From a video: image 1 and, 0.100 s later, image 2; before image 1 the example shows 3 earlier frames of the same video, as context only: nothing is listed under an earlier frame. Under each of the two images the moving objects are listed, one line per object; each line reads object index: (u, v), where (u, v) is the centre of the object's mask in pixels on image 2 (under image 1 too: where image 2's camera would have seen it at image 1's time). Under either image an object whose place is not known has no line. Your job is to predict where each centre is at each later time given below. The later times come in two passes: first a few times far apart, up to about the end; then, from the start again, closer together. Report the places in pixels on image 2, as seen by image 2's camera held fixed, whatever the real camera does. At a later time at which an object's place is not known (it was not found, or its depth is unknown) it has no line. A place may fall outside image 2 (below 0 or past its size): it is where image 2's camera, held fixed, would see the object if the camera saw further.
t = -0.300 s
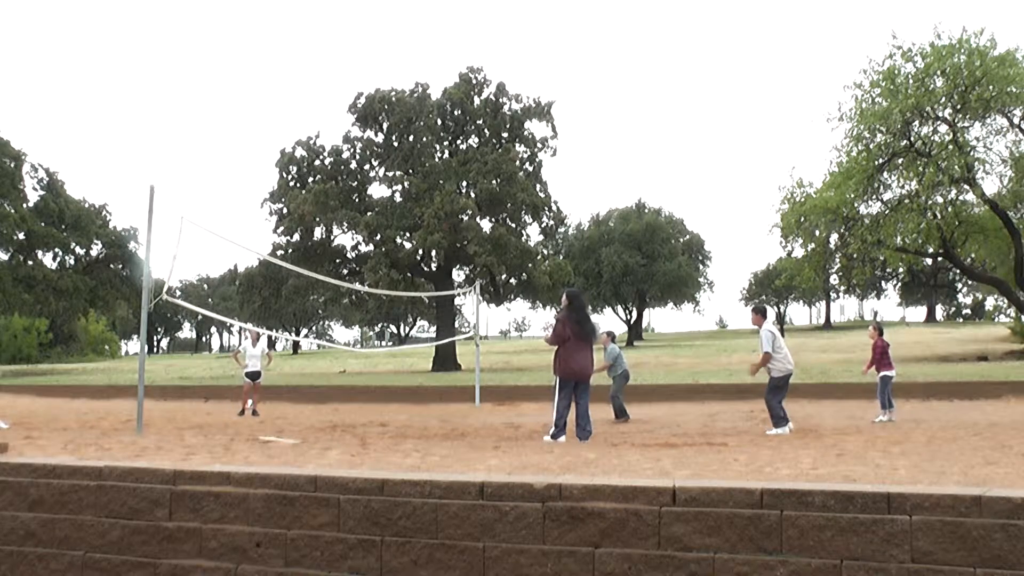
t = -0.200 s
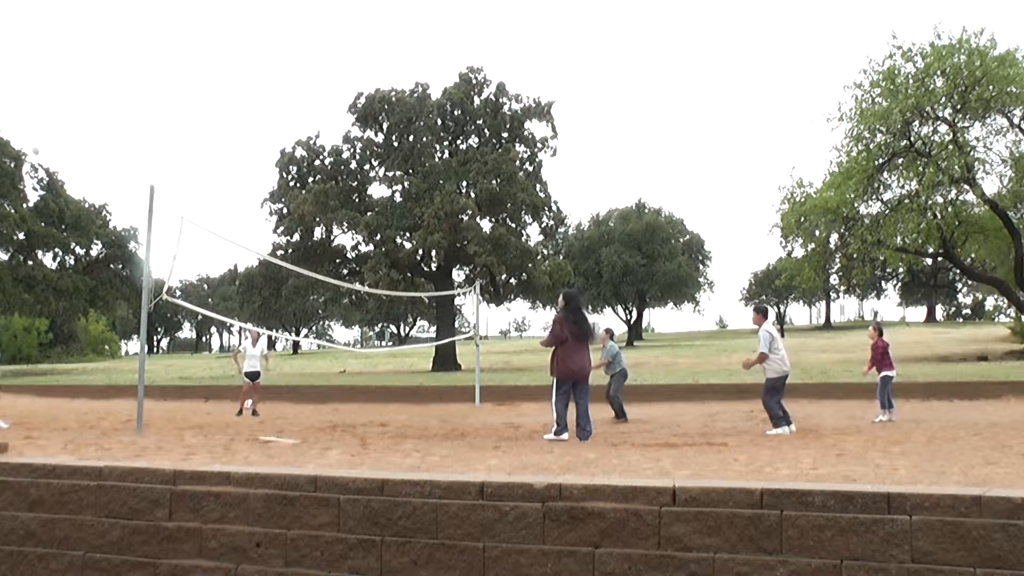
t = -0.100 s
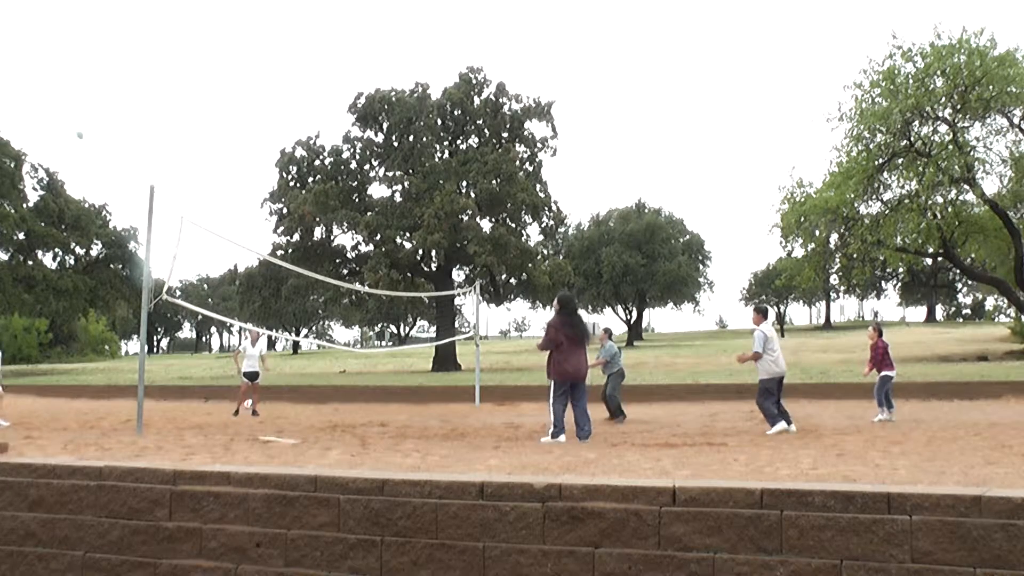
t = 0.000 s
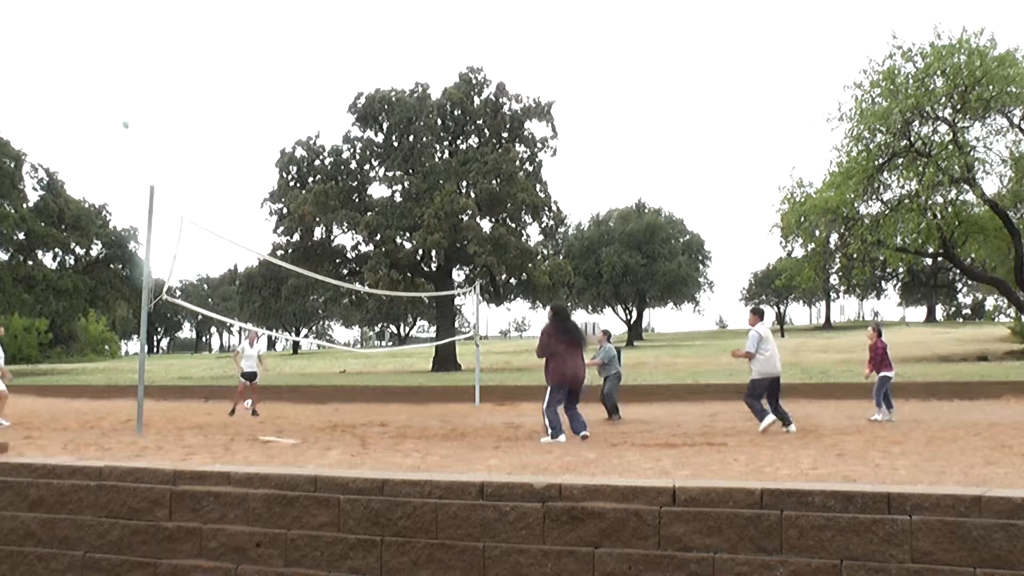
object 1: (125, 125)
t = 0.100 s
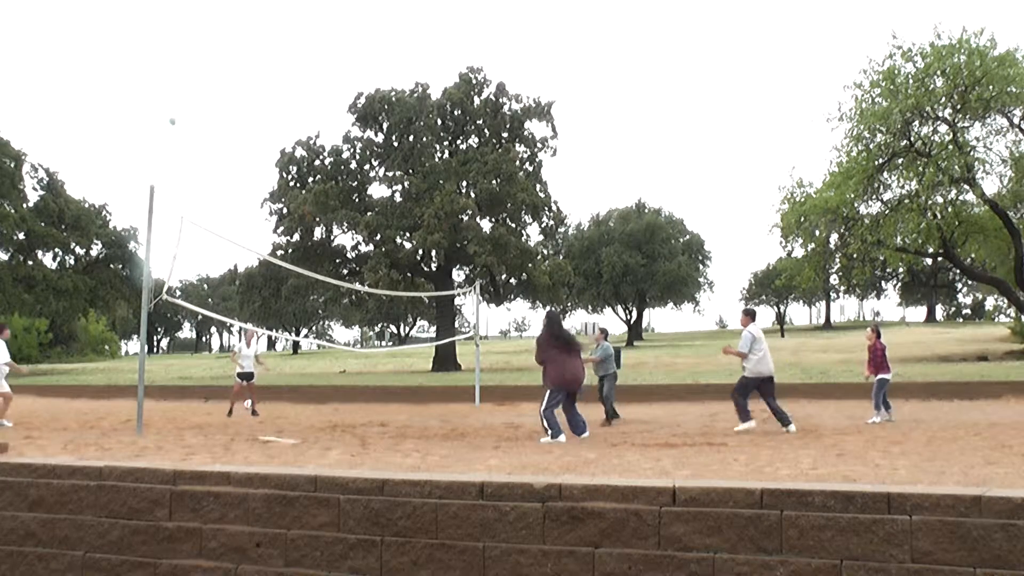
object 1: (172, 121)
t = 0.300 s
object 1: (269, 133)
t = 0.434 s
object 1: (336, 152)
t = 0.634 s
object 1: (439, 210)
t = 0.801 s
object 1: (528, 283)
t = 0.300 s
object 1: (269, 133)
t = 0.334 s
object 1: (286, 137)
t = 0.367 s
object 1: (304, 141)
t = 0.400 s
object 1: (317, 148)
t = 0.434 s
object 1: (336, 152)
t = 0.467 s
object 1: (354, 161)
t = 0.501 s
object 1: (369, 169)
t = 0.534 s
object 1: (389, 179)
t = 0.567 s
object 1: (407, 189)
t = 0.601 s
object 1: (422, 199)
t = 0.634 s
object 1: (439, 210)
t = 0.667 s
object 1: (457, 223)
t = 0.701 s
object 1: (474, 237)
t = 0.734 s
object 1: (492, 251)
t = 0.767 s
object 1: (510, 266)
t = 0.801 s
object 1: (528, 283)
